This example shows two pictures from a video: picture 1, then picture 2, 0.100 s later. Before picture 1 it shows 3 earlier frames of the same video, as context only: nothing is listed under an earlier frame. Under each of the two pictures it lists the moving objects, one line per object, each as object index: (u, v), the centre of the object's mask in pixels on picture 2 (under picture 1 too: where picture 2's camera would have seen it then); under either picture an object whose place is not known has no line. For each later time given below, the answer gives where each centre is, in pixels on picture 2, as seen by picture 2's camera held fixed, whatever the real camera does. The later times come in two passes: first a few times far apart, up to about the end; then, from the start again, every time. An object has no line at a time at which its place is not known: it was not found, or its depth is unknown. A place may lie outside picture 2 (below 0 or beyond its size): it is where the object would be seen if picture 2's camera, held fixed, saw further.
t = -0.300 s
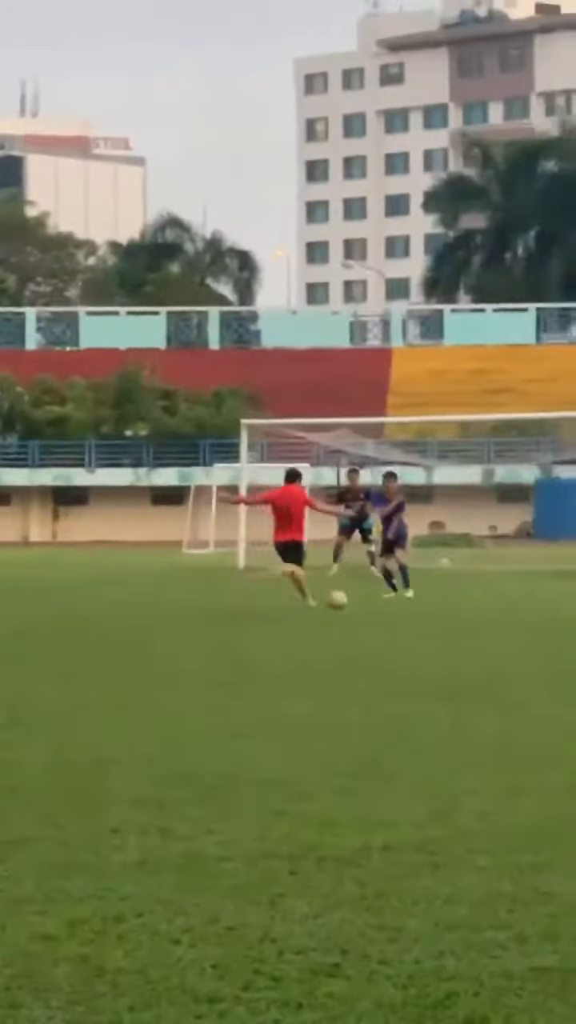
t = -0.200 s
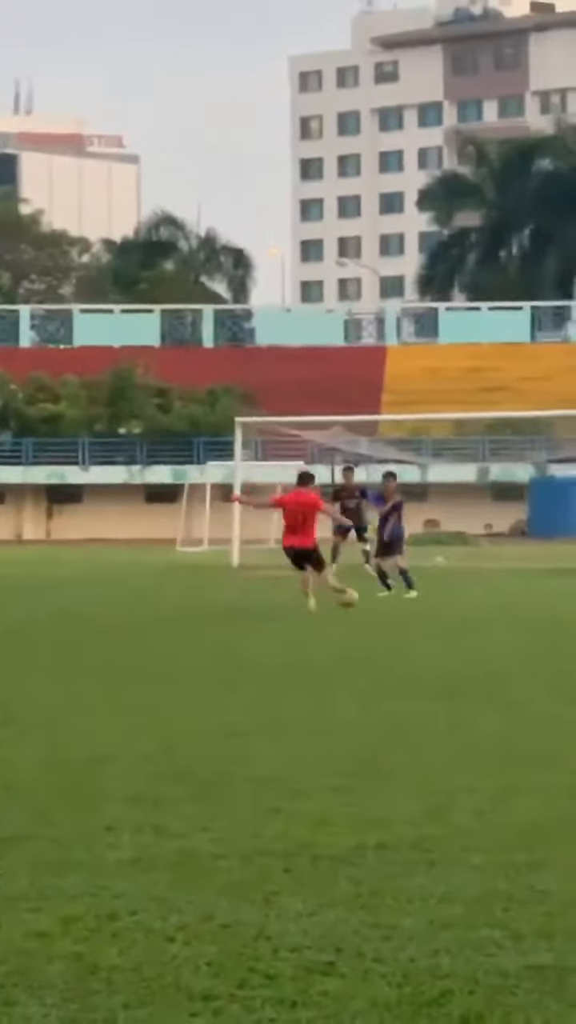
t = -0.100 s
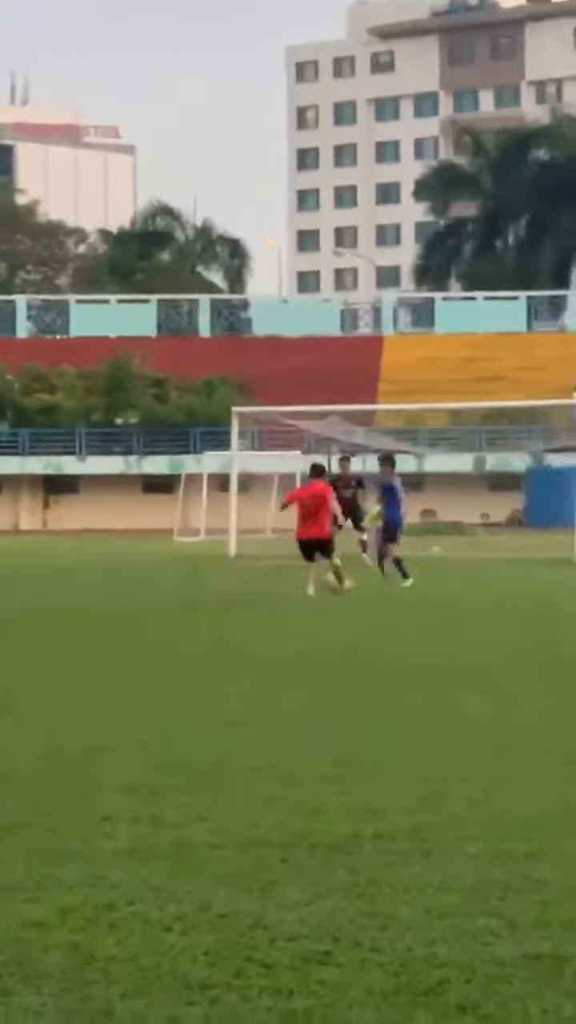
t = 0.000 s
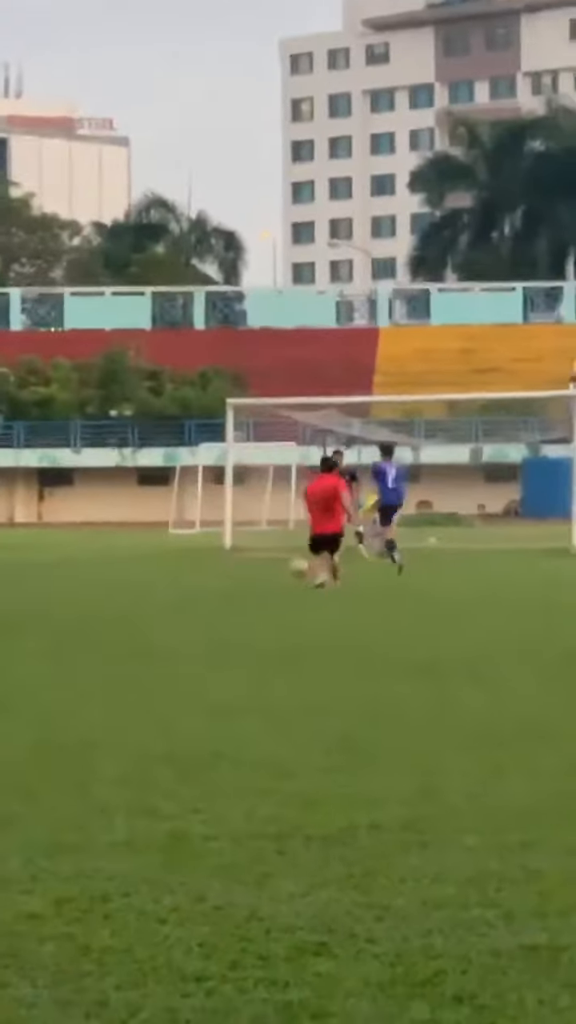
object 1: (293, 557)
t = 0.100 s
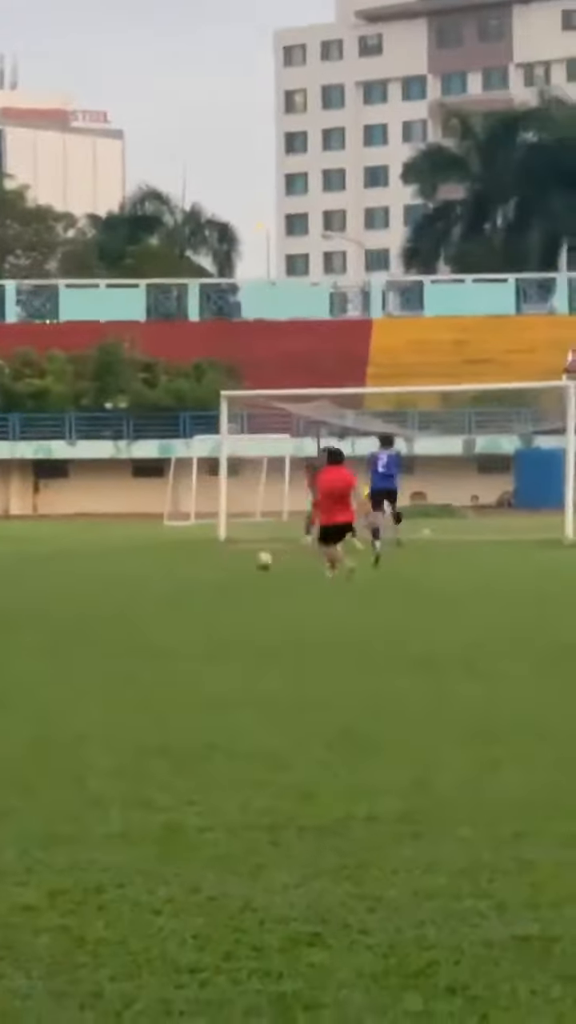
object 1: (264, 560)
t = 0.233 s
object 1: (230, 557)
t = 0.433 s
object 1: (189, 554)
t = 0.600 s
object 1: (164, 551)
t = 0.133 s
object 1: (254, 562)
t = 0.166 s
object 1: (246, 560)
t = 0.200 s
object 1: (238, 558)
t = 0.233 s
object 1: (230, 557)
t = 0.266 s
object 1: (222, 557)
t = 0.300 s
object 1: (215, 556)
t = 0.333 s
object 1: (208, 557)
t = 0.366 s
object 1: (201, 557)
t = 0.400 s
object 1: (195, 555)
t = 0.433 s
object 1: (189, 554)
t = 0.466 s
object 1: (183, 555)
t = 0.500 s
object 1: (177, 554)
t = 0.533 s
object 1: (173, 553)
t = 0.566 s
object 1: (168, 552)
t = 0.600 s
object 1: (164, 551)
